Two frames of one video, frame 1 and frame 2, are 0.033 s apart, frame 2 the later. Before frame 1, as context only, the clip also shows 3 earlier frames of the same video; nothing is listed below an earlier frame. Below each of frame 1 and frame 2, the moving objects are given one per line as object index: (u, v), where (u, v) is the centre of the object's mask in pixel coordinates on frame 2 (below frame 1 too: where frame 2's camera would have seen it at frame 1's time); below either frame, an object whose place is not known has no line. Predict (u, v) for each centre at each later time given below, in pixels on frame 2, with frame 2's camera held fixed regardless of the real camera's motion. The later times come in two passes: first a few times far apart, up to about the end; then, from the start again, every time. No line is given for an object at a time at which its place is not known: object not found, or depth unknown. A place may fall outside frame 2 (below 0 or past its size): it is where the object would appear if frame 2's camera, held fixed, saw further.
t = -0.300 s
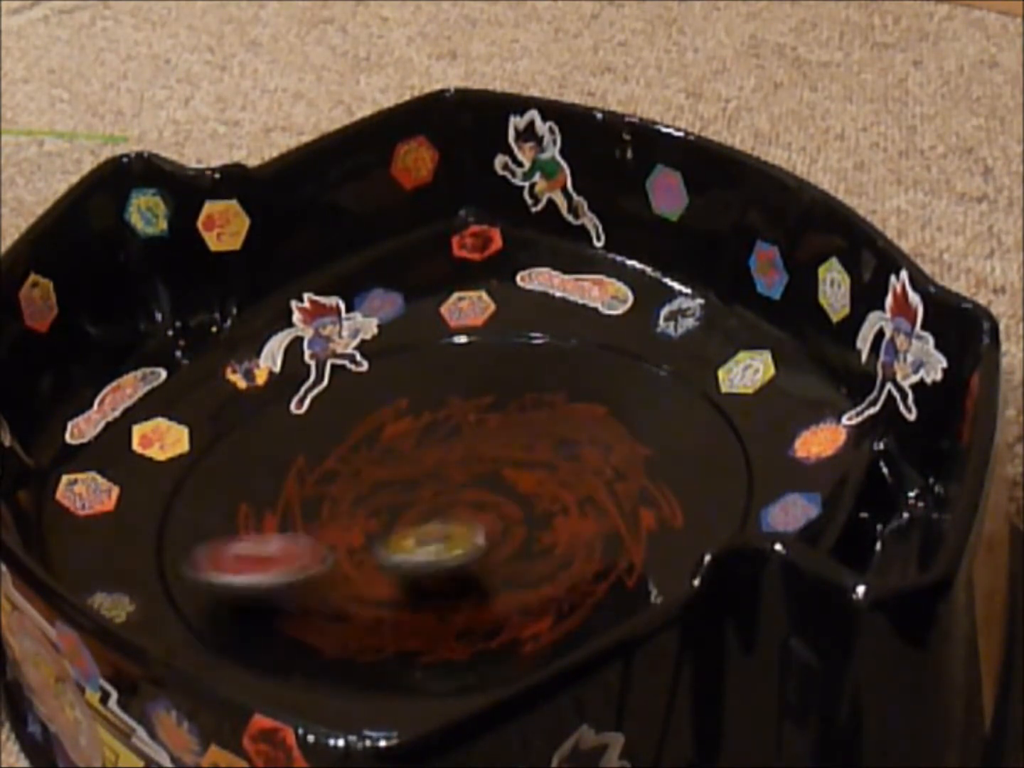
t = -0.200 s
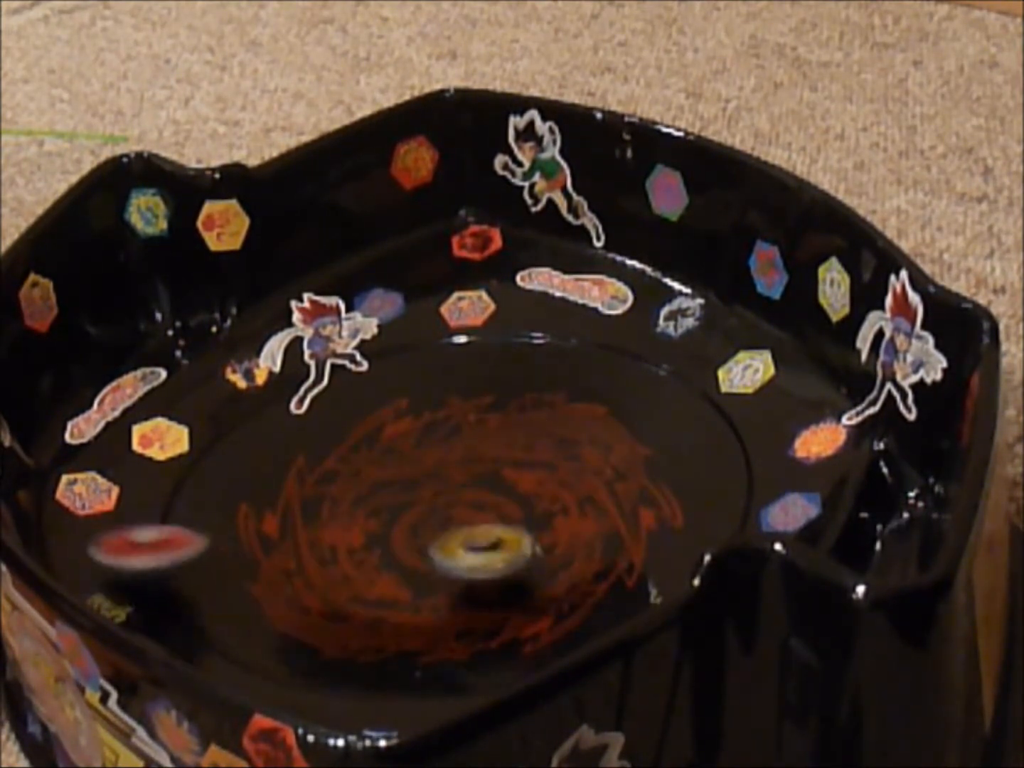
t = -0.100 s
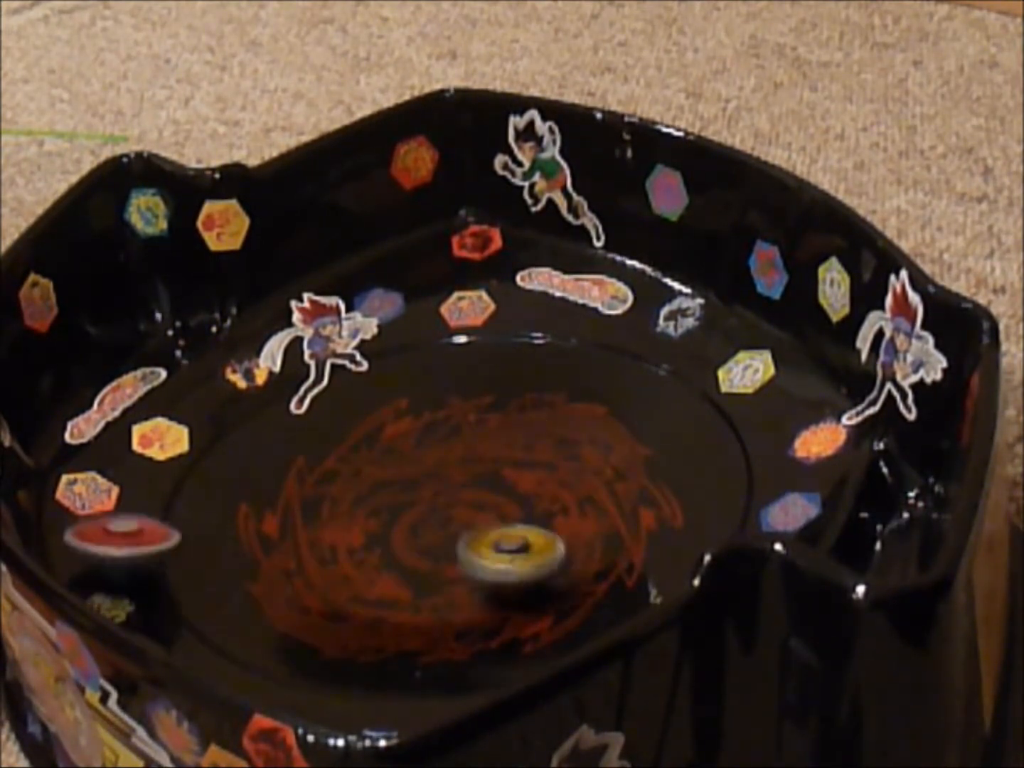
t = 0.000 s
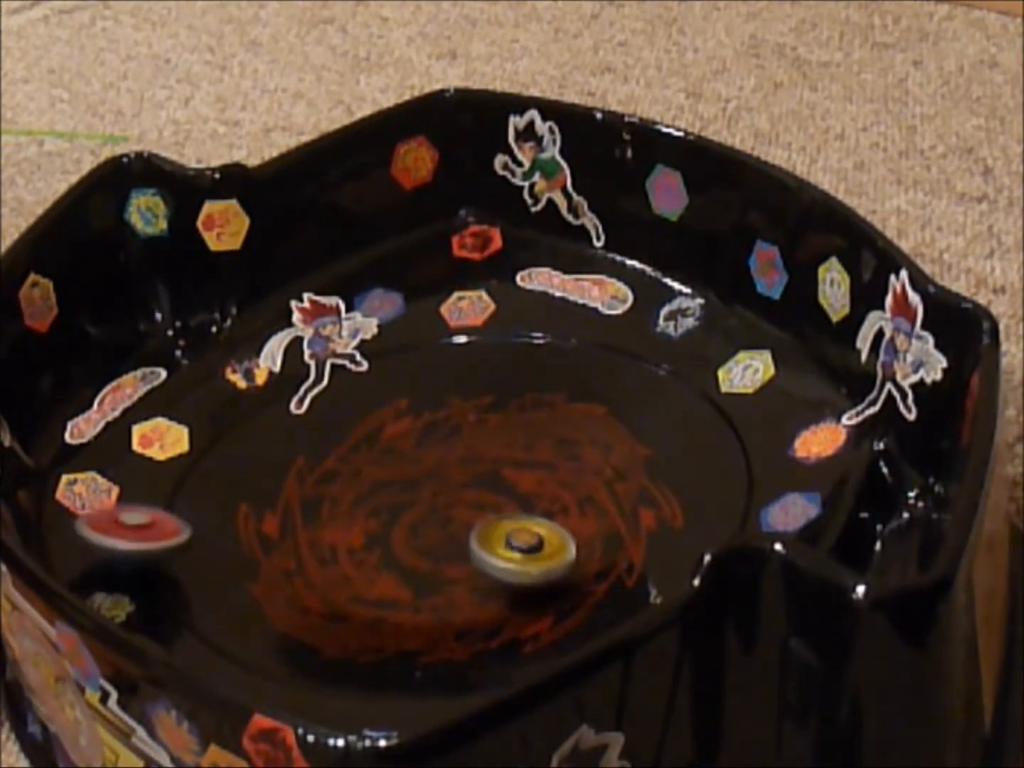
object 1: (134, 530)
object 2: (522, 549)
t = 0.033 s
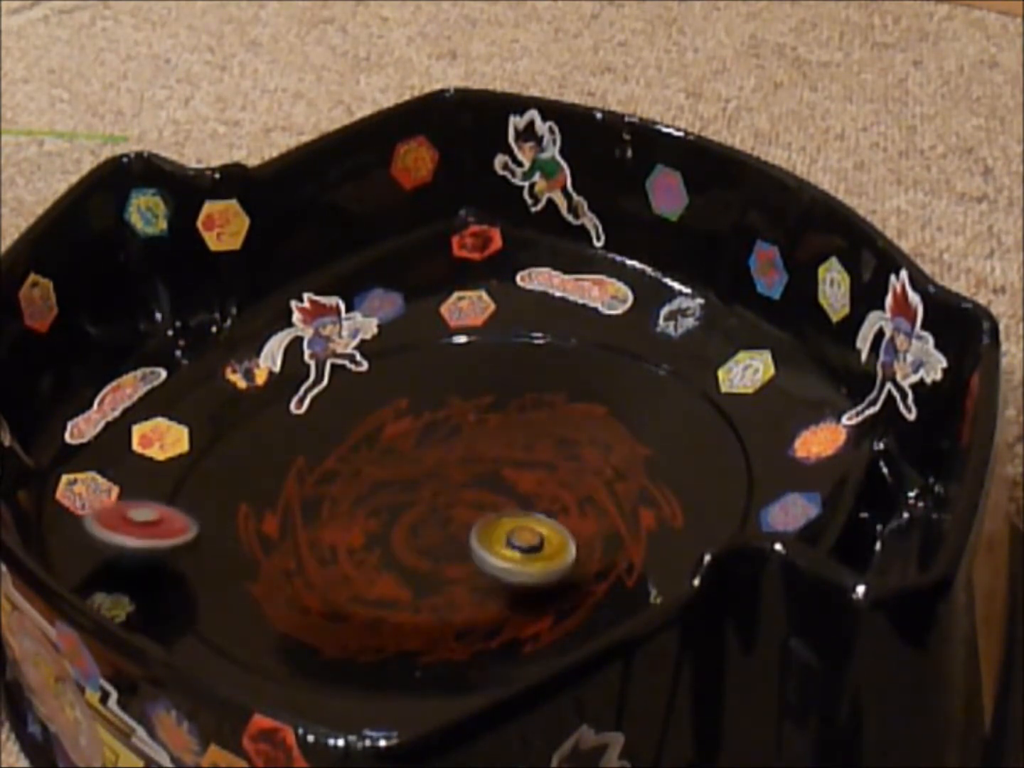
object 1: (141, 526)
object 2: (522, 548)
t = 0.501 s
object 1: (435, 443)
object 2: (539, 531)
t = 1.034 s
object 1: (509, 440)
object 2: (546, 527)
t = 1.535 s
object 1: (573, 475)
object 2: (503, 552)
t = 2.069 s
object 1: (512, 529)
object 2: (343, 533)
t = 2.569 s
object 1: (356, 550)
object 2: (429, 460)
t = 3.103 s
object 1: (343, 484)
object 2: (553, 472)
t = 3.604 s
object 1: (408, 450)
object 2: (444, 556)
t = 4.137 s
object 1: (480, 429)
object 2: (368, 476)
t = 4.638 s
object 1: (594, 501)
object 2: (438, 457)
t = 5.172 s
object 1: (464, 526)
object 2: (389, 451)
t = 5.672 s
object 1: (485, 549)
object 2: (440, 444)
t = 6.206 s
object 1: (417, 582)
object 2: (456, 406)
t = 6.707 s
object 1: (351, 516)
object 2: (478, 449)
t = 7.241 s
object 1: (378, 492)
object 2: (482, 454)
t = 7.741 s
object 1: (356, 487)
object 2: (511, 442)
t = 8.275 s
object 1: (327, 484)
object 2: (559, 454)
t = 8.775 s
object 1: (447, 459)
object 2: (556, 500)
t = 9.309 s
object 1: (403, 445)
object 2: (541, 477)
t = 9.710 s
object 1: (448, 469)
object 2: (537, 498)
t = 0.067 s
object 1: (150, 523)
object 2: (522, 547)
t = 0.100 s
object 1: (161, 517)
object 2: (522, 545)
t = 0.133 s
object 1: (174, 514)
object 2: (523, 544)
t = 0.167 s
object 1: (191, 511)
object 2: (524, 542)
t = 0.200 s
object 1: (211, 506)
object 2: (525, 541)
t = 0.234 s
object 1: (234, 503)
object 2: (527, 540)
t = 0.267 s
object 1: (257, 498)
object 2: (528, 538)
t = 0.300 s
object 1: (284, 493)
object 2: (530, 537)
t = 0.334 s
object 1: (314, 488)
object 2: (532, 535)
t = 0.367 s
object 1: (343, 481)
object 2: (533, 534)
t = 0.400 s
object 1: (371, 472)
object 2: (535, 533)
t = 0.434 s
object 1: (396, 462)
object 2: (536, 532)
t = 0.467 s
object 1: (417, 453)
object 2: (537, 532)
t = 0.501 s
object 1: (435, 443)
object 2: (539, 531)
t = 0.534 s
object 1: (451, 432)
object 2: (540, 531)
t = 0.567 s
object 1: (462, 421)
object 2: (542, 530)
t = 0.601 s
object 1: (472, 410)
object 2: (543, 530)
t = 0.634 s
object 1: (479, 401)
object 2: (544, 530)
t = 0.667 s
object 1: (484, 393)
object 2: (545, 530)
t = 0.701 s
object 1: (489, 388)
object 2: (546, 530)
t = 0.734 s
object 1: (492, 384)
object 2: (547, 529)
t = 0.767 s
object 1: (495, 383)
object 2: (547, 529)
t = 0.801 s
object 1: (497, 384)
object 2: (548, 529)
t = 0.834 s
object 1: (500, 387)
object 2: (548, 529)
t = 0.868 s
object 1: (502, 393)
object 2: (548, 528)
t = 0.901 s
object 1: (503, 400)
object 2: (548, 528)
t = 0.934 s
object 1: (504, 410)
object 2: (547, 528)
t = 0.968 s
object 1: (505, 420)
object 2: (547, 528)
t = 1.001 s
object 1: (507, 430)
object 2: (546, 528)
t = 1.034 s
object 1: (509, 440)
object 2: (546, 527)
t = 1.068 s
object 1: (513, 448)
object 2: (545, 527)
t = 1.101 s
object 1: (519, 454)
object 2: (544, 527)
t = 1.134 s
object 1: (527, 459)
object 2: (543, 527)
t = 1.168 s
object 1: (538, 461)
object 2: (542, 527)
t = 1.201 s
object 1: (553, 456)
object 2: (537, 536)
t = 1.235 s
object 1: (566, 449)
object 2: (531, 546)
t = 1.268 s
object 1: (578, 443)
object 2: (524, 554)
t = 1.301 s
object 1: (586, 438)
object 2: (517, 558)
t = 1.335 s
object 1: (591, 436)
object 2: (511, 560)
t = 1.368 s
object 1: (593, 438)
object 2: (506, 559)
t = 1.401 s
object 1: (593, 442)
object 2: (503, 558)
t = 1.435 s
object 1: (590, 449)
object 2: (501, 556)
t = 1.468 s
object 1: (586, 458)
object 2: (502, 555)
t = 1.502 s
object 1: (579, 466)
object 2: (502, 553)
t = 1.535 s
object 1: (573, 475)
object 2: (503, 552)
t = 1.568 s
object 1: (569, 484)
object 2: (503, 552)
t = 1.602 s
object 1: (566, 491)
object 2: (501, 553)
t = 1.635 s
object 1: (577, 489)
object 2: (477, 564)
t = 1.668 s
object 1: (591, 481)
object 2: (450, 576)
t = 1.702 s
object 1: (601, 479)
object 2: (426, 585)
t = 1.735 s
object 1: (602, 476)
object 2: (406, 589)
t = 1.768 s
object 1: (597, 476)
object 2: (389, 590)
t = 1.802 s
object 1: (587, 477)
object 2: (377, 588)
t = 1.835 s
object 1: (573, 482)
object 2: (370, 583)
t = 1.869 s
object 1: (559, 490)
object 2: (368, 576)
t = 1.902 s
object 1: (545, 496)
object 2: (370, 569)
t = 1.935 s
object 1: (531, 502)
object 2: (373, 560)
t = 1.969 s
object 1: (516, 511)
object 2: (377, 553)
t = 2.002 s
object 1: (501, 519)
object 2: (381, 545)
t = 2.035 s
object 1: (495, 524)
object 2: (371, 540)
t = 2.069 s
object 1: (512, 529)
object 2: (343, 533)
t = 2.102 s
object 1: (525, 535)
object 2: (321, 527)
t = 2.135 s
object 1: (534, 539)
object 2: (304, 521)
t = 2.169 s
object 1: (538, 540)
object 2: (291, 514)
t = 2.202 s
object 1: (537, 544)
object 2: (288, 509)
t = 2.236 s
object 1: (530, 545)
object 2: (292, 506)
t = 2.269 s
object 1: (518, 547)
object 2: (300, 503)
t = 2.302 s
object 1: (503, 548)
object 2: (312, 501)
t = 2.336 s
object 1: (483, 549)
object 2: (325, 499)
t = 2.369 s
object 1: (465, 551)
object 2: (339, 498)
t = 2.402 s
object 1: (446, 553)
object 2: (354, 494)
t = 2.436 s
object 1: (427, 554)
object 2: (368, 488)
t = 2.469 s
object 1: (410, 554)
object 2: (383, 480)
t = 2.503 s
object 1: (391, 553)
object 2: (398, 473)
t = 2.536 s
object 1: (373, 552)
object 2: (413, 466)
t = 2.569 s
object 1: (356, 550)
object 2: (429, 460)
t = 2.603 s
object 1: (339, 548)
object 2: (446, 454)
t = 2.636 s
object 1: (325, 546)
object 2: (462, 448)
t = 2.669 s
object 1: (312, 544)
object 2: (479, 445)
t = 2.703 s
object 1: (303, 541)
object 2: (496, 442)
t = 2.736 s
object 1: (299, 540)
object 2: (512, 440)
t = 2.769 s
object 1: (299, 539)
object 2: (528, 437)
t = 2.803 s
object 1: (302, 538)
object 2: (540, 436)
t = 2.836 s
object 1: (308, 537)
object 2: (549, 436)
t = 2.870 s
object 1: (315, 536)
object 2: (555, 438)
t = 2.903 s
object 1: (322, 532)
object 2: (557, 440)
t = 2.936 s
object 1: (329, 526)
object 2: (557, 444)
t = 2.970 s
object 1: (335, 519)
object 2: (557, 448)
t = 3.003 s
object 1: (339, 512)
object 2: (556, 452)
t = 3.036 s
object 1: (341, 503)
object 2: (555, 458)
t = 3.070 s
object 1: (342, 494)
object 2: (554, 465)
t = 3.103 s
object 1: (343, 484)
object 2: (553, 472)
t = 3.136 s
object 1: (344, 475)
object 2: (552, 480)
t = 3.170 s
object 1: (345, 465)
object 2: (548, 489)
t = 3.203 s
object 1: (344, 456)
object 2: (547, 497)
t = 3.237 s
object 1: (344, 449)
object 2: (544, 504)
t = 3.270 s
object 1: (342, 446)
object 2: (540, 513)
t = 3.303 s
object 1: (341, 444)
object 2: (534, 521)
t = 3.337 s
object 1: (341, 445)
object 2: (526, 529)
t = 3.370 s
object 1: (340, 448)
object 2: (515, 536)
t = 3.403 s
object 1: (343, 452)
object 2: (508, 540)
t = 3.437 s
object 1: (349, 456)
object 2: (499, 545)
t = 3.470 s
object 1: (358, 459)
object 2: (489, 549)
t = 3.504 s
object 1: (369, 460)
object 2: (478, 552)
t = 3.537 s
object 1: (382, 458)
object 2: (464, 554)
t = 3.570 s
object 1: (394, 454)
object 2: (453, 556)
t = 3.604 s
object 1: (408, 450)
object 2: (444, 556)
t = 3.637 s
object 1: (423, 445)
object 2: (433, 555)
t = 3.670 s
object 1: (436, 440)
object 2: (422, 554)
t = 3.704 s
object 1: (453, 436)
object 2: (409, 551)
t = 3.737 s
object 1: (467, 431)
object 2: (399, 548)
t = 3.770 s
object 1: (482, 426)
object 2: (391, 545)
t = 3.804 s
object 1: (495, 422)
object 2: (383, 540)
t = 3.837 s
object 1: (507, 417)
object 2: (376, 534)
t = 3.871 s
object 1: (515, 412)
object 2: (368, 528)
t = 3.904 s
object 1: (519, 408)
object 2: (364, 522)
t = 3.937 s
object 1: (518, 406)
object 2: (361, 516)
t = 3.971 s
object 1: (514, 405)
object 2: (360, 509)
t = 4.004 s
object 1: (507, 406)
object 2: (358, 502)
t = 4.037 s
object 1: (497, 410)
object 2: (357, 495)
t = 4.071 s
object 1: (489, 416)
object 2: (360, 489)
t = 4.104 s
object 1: (483, 422)
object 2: (363, 484)
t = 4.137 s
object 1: (480, 429)
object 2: (368, 476)
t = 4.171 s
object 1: (480, 435)
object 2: (371, 471)
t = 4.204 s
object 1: (483, 441)
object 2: (376, 466)
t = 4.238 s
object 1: (489, 446)
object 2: (382, 462)
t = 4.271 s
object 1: (496, 452)
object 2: (390, 458)
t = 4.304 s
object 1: (505, 459)
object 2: (396, 453)
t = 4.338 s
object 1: (513, 465)
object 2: (401, 451)
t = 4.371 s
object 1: (522, 472)
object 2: (407, 450)
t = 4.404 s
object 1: (530, 478)
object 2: (414, 449)
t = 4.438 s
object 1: (540, 484)
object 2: (419, 449)
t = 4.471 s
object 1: (550, 490)
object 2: (423, 449)
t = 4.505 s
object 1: (559, 497)
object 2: (428, 451)
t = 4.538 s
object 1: (569, 502)
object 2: (432, 451)
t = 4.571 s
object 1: (579, 506)
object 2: (435, 453)
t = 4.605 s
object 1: (588, 505)
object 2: (437, 454)
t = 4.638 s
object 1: (594, 501)
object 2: (438, 457)
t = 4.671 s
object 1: (598, 497)
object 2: (441, 457)
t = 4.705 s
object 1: (599, 491)
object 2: (441, 458)
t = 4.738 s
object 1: (596, 483)
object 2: (437, 460)
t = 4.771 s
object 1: (588, 477)
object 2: (436, 462)
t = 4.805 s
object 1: (577, 474)
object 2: (436, 462)
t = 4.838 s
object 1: (564, 472)
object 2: (434, 463)
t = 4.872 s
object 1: (552, 472)
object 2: (428, 464)
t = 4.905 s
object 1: (541, 473)
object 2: (427, 464)
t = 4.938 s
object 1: (529, 477)
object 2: (425, 464)
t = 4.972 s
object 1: (519, 482)
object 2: (420, 463)
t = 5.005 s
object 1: (509, 489)
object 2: (413, 464)
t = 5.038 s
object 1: (500, 496)
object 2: (409, 461)
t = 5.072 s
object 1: (490, 503)
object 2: (400, 459)
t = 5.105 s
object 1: (481, 511)
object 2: (393, 459)
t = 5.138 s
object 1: (472, 518)
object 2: (392, 455)
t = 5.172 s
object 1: (464, 526)
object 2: (389, 451)
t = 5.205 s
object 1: (455, 534)
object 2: (385, 446)
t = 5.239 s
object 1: (447, 543)
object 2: (385, 445)
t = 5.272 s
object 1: (440, 550)
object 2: (387, 446)
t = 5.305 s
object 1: (433, 559)
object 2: (388, 444)
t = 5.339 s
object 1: (427, 566)
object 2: (391, 445)
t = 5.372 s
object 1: (423, 573)
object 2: (395, 445)
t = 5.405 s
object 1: (424, 577)
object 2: (399, 443)
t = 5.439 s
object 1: (429, 580)
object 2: (402, 442)
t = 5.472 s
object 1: (437, 580)
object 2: (409, 442)
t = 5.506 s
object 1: (448, 577)
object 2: (415, 441)
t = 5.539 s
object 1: (461, 574)
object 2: (420, 441)
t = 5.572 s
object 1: (472, 569)
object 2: (427, 442)
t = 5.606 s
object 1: (481, 562)
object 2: (432, 441)
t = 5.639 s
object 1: (485, 554)
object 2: (436, 442)
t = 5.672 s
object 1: (485, 549)
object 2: (440, 444)
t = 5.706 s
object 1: (481, 544)
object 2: (444, 445)
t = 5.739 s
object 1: (475, 538)
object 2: (445, 447)
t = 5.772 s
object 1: (466, 533)
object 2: (447, 451)
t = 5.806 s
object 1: (456, 528)
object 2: (449, 452)
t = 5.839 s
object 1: (447, 525)
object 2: (444, 454)
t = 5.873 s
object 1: (434, 528)
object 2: (449, 453)
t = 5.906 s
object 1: (416, 545)
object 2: (454, 432)
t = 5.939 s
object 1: (398, 560)
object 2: (459, 424)
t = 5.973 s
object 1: (383, 572)
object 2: (467, 406)
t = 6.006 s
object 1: (372, 579)
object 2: (465, 401)
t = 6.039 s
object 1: (369, 584)
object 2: (470, 395)
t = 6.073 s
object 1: (371, 586)
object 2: (466, 391)
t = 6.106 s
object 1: (378, 587)
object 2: (466, 392)
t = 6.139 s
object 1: (388, 587)
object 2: (461, 393)
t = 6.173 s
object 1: (401, 585)
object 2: (460, 399)
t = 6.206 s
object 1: (417, 582)
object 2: (456, 406)
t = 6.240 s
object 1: (430, 576)
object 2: (452, 414)
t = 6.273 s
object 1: (439, 569)
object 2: (449, 421)
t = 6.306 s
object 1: (446, 560)
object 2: (448, 429)
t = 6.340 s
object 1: (448, 551)
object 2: (452, 435)
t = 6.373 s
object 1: (446, 544)
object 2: (452, 441)
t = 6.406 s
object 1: (441, 536)
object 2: (461, 447)
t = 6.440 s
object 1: (436, 528)
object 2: (459, 455)
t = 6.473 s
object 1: (427, 527)
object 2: (468, 457)
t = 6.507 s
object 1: (416, 530)
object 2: (467, 454)
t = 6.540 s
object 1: (405, 529)
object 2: (477, 452)
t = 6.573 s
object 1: (394, 528)
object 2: (471, 454)
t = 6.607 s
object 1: (384, 524)
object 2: (481, 450)
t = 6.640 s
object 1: (374, 521)
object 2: (473, 450)
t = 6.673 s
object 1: (362, 518)
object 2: (484, 448)
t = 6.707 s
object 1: (351, 516)
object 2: (478, 449)
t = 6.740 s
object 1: (340, 514)
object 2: (484, 449)
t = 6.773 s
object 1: (329, 512)
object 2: (480, 449)
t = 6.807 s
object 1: (319, 512)
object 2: (484, 447)
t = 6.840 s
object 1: (314, 514)
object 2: (482, 448)
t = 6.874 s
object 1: (311, 516)
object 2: (485, 446)
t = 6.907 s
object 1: (311, 520)
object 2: (484, 449)
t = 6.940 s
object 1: (315, 525)
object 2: (488, 446)
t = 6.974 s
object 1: (322, 528)
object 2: (487, 447)
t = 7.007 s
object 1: (331, 529)
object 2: (488, 447)
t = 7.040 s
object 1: (342, 528)
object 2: (484, 451)
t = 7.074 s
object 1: (351, 526)
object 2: (486, 448)
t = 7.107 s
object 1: (358, 521)
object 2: (484, 452)
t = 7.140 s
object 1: (364, 514)
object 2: (487, 449)
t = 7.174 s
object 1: (369, 508)
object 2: (483, 453)
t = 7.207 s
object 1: (374, 500)
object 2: (480, 450)
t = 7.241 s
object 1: (378, 492)
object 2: (482, 454)
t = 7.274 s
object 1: (379, 486)
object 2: (479, 454)
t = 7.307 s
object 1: (371, 481)
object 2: (495, 451)
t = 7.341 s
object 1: (365, 475)
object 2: (496, 447)
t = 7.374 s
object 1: (359, 470)
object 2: (506, 445)
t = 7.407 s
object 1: (353, 465)
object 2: (507, 448)
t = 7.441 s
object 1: (347, 461)
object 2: (510, 445)
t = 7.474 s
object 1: (341, 460)
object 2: (512, 446)
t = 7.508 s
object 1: (335, 462)
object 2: (512, 442)
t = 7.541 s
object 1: (331, 465)
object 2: (515, 443)
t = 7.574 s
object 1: (328, 471)
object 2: (511, 447)
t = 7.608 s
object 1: (328, 477)
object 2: (517, 443)
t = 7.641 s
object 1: (332, 483)
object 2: (516, 445)
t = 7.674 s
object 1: (339, 487)
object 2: (509, 445)
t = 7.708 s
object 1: (348, 489)
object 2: (518, 441)
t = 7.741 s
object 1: (356, 487)
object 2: (511, 442)
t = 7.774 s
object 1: (366, 485)
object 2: (513, 442)
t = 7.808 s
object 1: (376, 481)
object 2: (509, 442)
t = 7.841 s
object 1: (386, 477)
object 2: (504, 439)
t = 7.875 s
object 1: (397, 472)
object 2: (509, 441)
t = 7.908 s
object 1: (404, 467)
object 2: (507, 441)
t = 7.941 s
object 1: (394, 465)
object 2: (530, 438)
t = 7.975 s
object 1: (385, 461)
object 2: (552, 436)
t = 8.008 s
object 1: (376, 458)
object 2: (564, 435)
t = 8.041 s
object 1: (368, 455)
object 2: (573, 433)
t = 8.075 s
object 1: (360, 454)
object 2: (580, 433)
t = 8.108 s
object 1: (351, 455)
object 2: (581, 434)
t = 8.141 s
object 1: (342, 457)
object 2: (580, 434)
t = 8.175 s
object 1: (335, 463)
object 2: (579, 435)
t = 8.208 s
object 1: (330, 470)
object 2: (577, 440)
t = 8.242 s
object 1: (327, 477)
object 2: (569, 447)
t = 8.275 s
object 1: (327, 484)
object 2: (559, 454)
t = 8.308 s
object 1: (330, 491)
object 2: (552, 460)
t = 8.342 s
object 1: (337, 496)
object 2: (551, 460)
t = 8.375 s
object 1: (346, 498)
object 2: (548, 464)
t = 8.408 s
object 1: (354, 499)
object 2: (545, 470)
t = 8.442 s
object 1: (364, 498)
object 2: (542, 474)
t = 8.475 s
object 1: (375, 496)
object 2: (537, 482)
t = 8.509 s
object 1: (386, 493)
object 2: (533, 488)
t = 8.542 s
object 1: (395, 489)
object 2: (534, 493)
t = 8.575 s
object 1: (404, 487)
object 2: (537, 497)
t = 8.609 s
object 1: (412, 483)
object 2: (542, 498)
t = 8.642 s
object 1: (421, 478)
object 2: (545, 499)
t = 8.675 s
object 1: (428, 474)
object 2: (548, 500)
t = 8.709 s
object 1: (435, 470)
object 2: (552, 501)
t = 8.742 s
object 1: (442, 463)
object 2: (555, 500)
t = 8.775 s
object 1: (447, 459)
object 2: (556, 500)
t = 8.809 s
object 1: (452, 454)
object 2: (557, 500)
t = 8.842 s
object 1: (455, 448)
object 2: (556, 500)
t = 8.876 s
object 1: (458, 444)
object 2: (554, 500)
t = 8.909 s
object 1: (461, 438)
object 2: (551, 501)
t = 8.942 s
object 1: (462, 433)
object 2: (548, 500)
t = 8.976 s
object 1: (462, 428)
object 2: (546, 500)
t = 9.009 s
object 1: (461, 424)
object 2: (544, 499)
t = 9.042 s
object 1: (457, 421)
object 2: (541, 498)
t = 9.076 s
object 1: (451, 419)
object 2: (538, 498)
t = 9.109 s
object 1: (442, 419)
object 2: (533, 497)
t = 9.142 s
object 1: (433, 421)
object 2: (531, 493)
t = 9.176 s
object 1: (423, 424)
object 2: (531, 489)
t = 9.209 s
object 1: (414, 429)
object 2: (533, 485)
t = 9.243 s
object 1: (408, 434)
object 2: (538, 480)
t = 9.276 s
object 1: (404, 440)
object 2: (539, 479)
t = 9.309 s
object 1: (403, 445)
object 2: (541, 477)
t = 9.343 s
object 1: (406, 449)
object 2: (540, 478)
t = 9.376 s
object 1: (408, 451)
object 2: (541, 476)
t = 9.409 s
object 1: (412, 454)
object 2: (541, 476)
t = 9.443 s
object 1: (415, 455)
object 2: (539, 477)
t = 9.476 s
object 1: (418, 458)
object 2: (537, 481)
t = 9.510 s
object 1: (421, 460)
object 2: (533, 483)
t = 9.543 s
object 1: (424, 462)
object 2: (531, 487)
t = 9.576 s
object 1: (428, 463)
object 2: (530, 491)
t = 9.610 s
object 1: (432, 466)
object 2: (531, 494)
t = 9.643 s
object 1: (438, 466)
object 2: (533, 496)
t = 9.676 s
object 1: (443, 467)
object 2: (536, 498)
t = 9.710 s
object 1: (448, 469)
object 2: (537, 498)
